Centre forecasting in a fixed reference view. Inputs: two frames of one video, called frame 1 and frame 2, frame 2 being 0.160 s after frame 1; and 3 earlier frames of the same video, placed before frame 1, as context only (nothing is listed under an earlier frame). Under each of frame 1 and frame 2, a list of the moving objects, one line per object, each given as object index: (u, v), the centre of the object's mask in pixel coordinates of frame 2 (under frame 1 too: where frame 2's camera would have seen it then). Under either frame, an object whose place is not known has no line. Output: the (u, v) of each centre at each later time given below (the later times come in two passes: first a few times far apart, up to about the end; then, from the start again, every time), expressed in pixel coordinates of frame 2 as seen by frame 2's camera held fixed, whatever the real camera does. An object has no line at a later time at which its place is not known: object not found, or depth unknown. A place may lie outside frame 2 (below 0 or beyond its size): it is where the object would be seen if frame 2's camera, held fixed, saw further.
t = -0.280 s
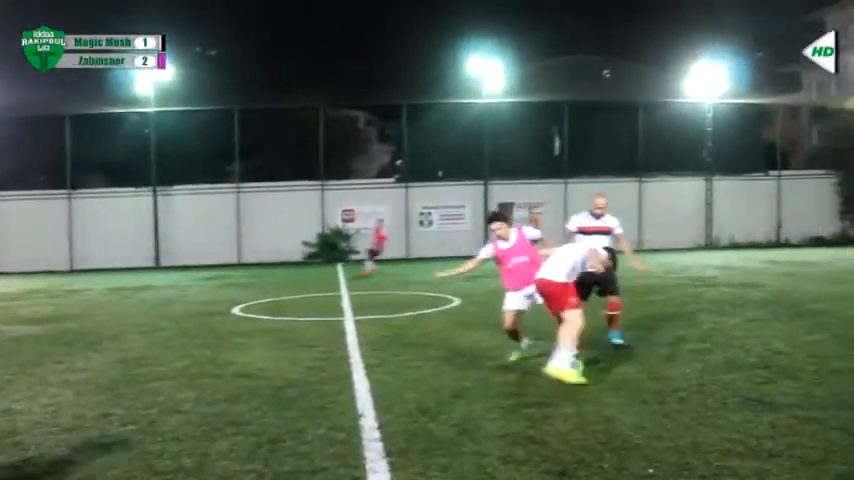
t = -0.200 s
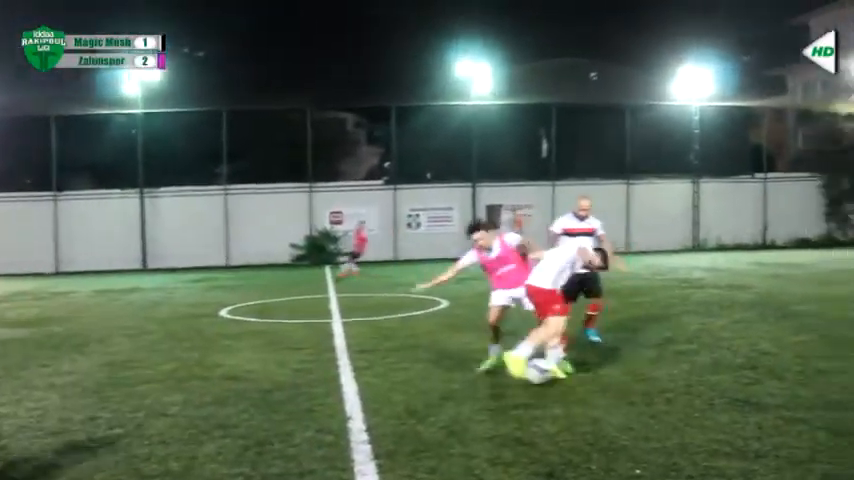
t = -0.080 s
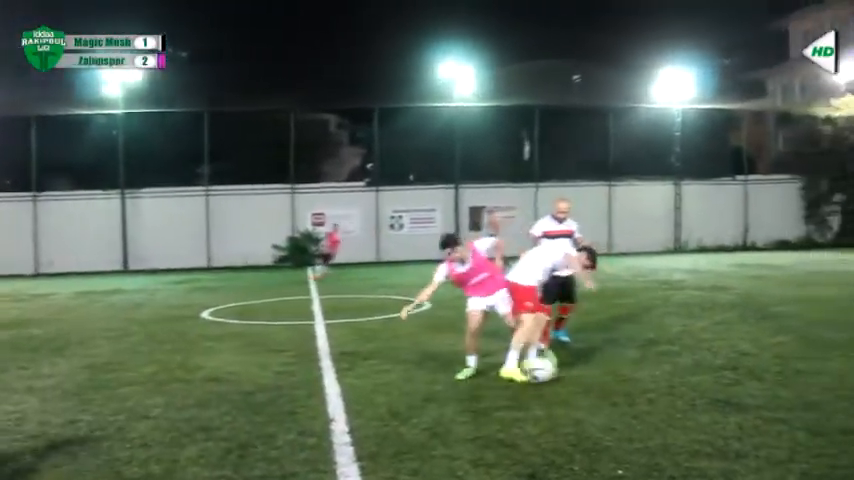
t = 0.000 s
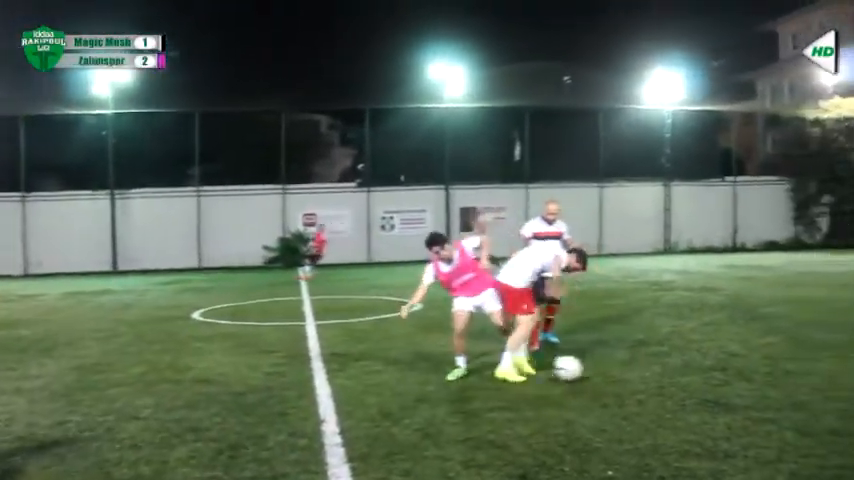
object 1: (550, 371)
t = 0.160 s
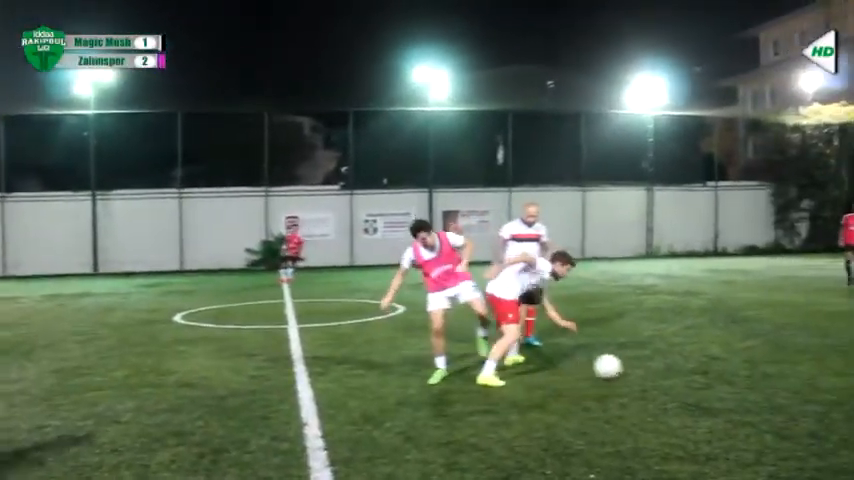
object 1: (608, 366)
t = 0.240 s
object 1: (630, 364)
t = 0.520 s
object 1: (693, 361)
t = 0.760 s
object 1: (742, 358)
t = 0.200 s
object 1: (620, 366)
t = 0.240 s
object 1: (630, 364)
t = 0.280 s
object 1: (639, 363)
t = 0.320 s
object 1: (648, 363)
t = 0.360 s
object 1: (657, 364)
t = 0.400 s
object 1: (666, 363)
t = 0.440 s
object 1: (675, 363)
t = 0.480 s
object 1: (684, 362)
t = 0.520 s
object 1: (693, 361)
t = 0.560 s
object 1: (701, 361)
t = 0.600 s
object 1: (711, 360)
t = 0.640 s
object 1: (719, 360)
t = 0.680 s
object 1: (727, 359)
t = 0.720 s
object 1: (733, 359)
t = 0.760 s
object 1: (742, 358)
